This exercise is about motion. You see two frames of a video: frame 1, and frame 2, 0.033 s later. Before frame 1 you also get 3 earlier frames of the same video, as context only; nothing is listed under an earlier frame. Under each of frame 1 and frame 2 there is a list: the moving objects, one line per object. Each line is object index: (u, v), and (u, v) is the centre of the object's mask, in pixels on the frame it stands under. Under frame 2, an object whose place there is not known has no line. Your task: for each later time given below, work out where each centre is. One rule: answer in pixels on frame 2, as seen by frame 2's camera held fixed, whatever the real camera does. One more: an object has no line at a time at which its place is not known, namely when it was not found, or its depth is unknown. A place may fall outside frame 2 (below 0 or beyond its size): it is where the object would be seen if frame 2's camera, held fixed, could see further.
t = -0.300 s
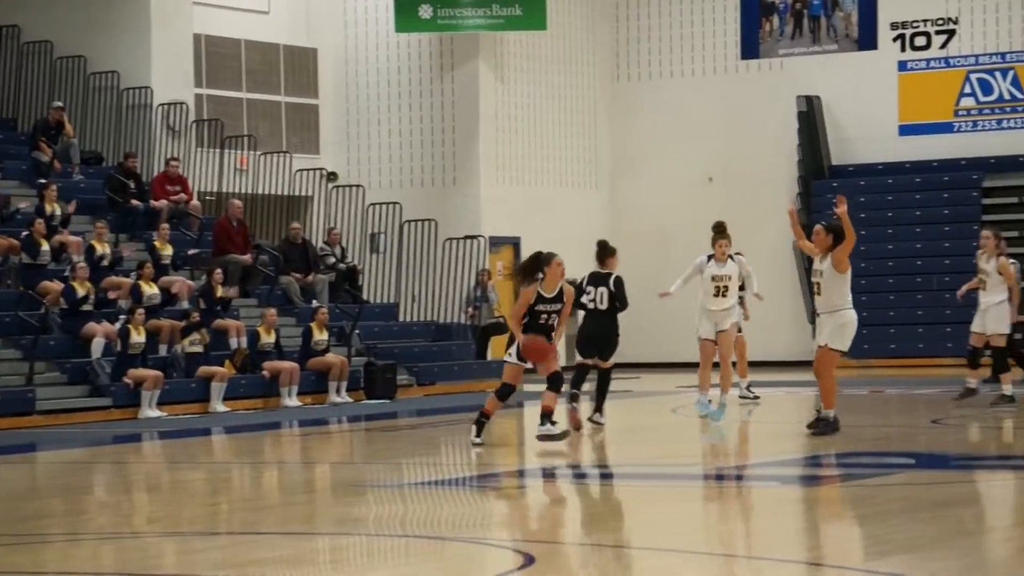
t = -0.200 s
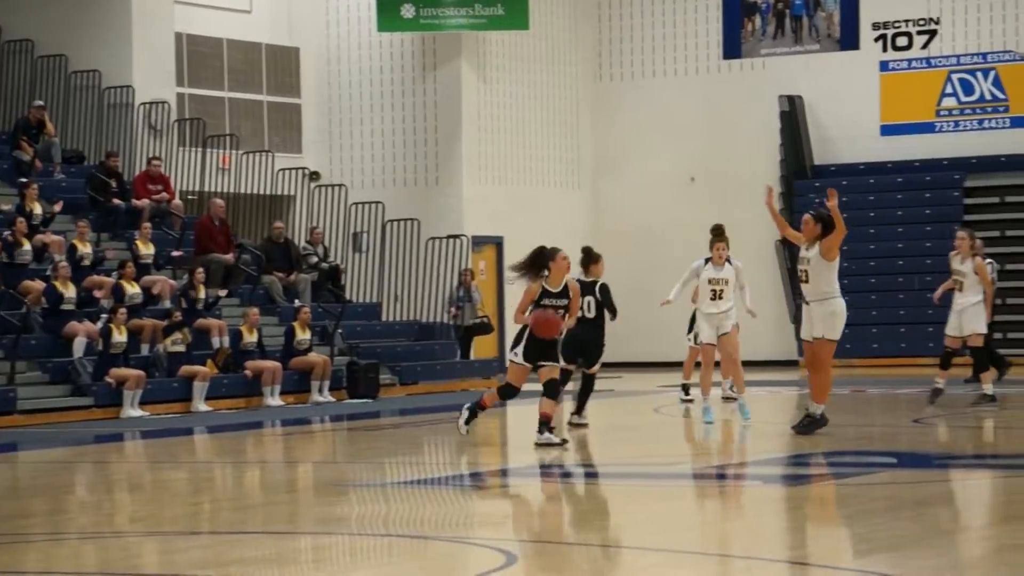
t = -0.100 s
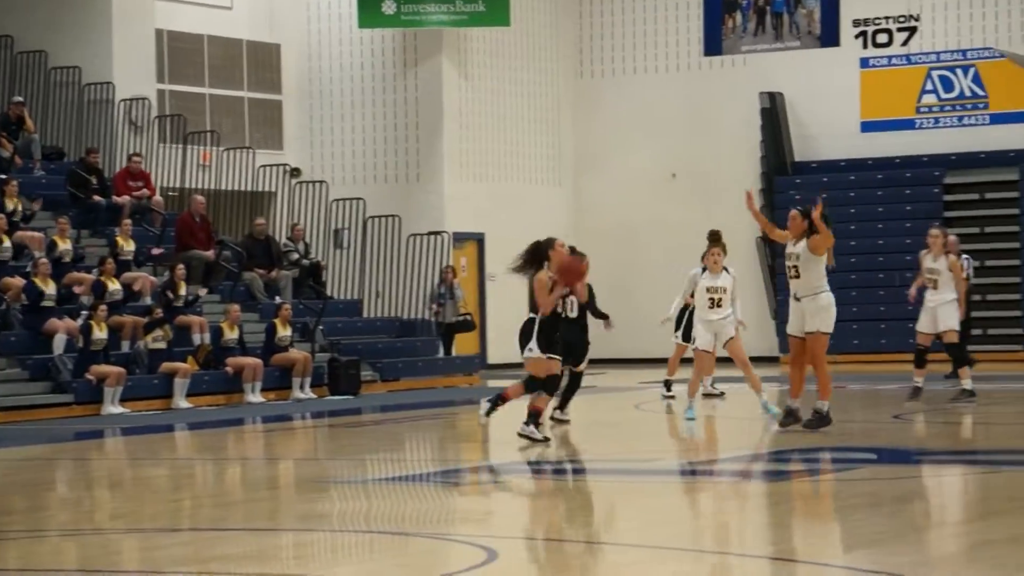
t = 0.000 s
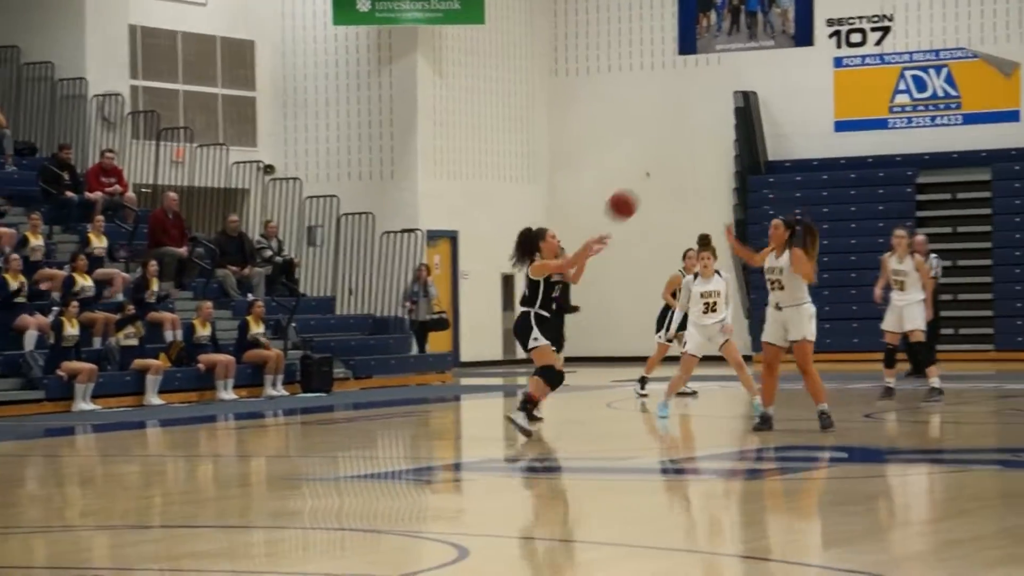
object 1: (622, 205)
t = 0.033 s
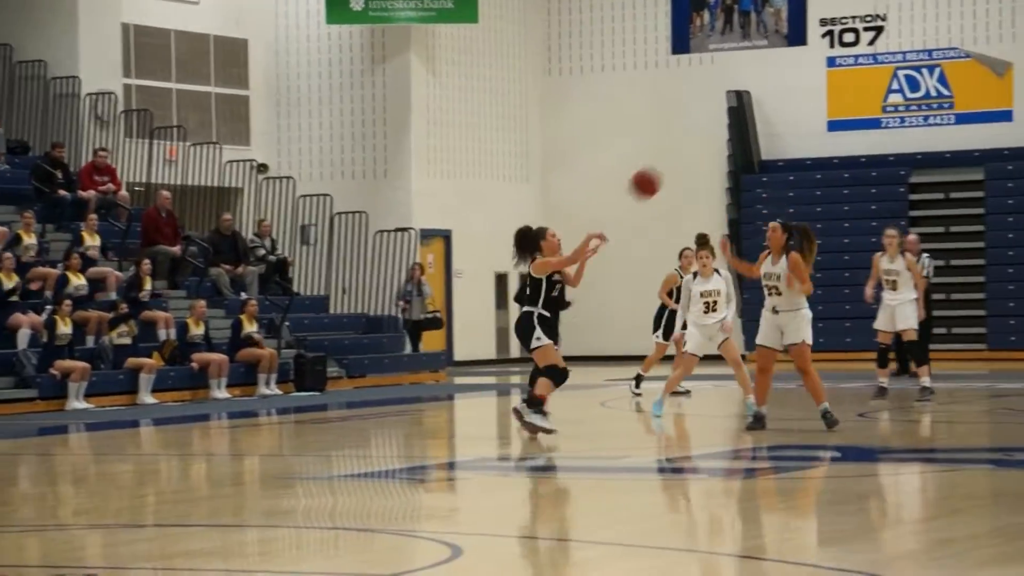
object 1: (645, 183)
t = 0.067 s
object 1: (679, 163)
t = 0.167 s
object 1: (765, 111)
